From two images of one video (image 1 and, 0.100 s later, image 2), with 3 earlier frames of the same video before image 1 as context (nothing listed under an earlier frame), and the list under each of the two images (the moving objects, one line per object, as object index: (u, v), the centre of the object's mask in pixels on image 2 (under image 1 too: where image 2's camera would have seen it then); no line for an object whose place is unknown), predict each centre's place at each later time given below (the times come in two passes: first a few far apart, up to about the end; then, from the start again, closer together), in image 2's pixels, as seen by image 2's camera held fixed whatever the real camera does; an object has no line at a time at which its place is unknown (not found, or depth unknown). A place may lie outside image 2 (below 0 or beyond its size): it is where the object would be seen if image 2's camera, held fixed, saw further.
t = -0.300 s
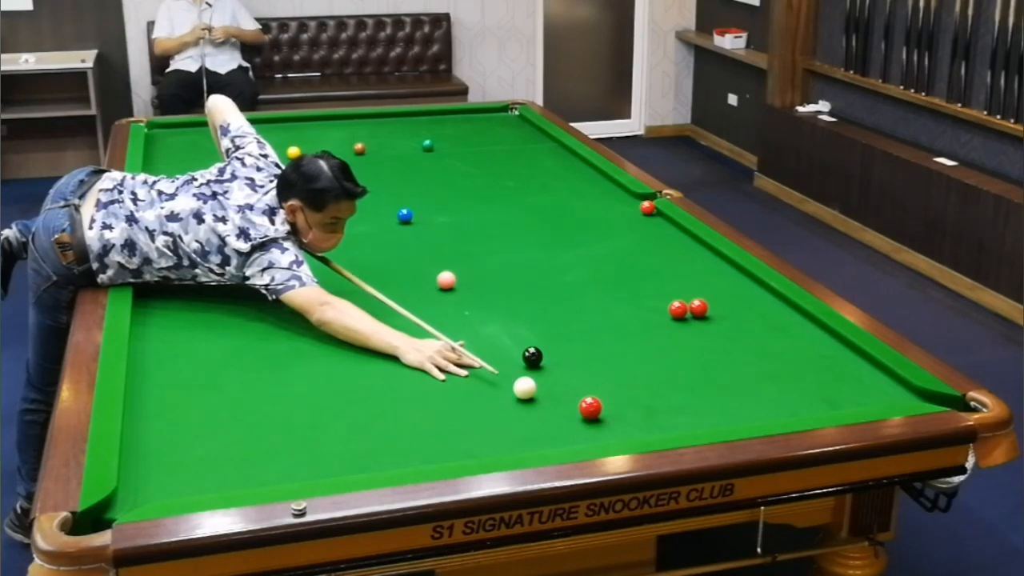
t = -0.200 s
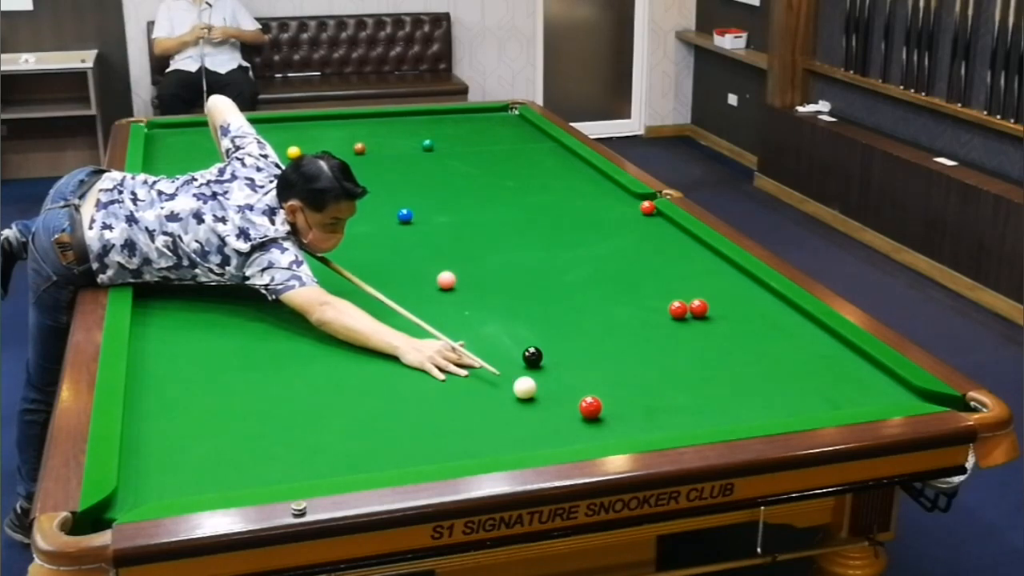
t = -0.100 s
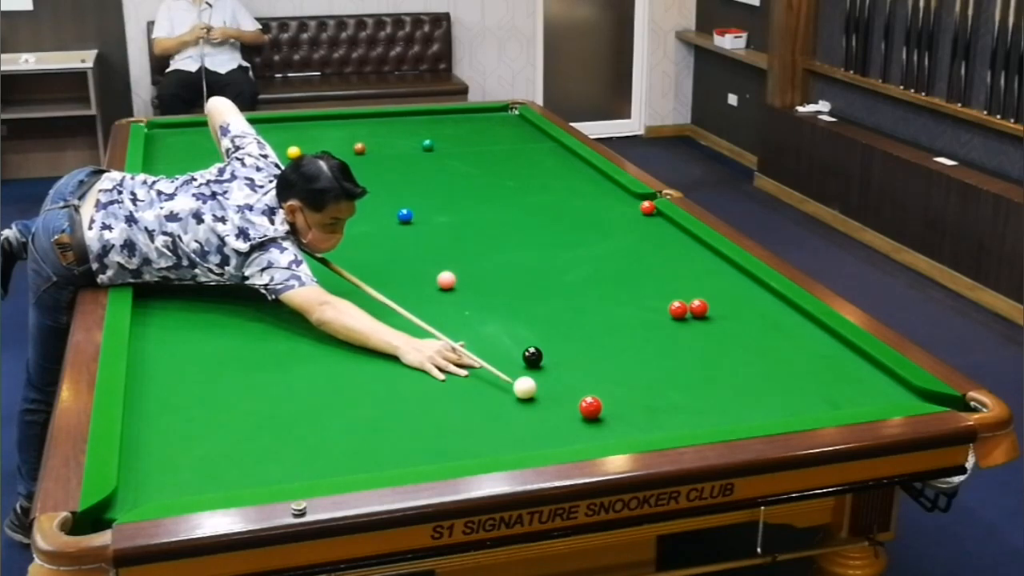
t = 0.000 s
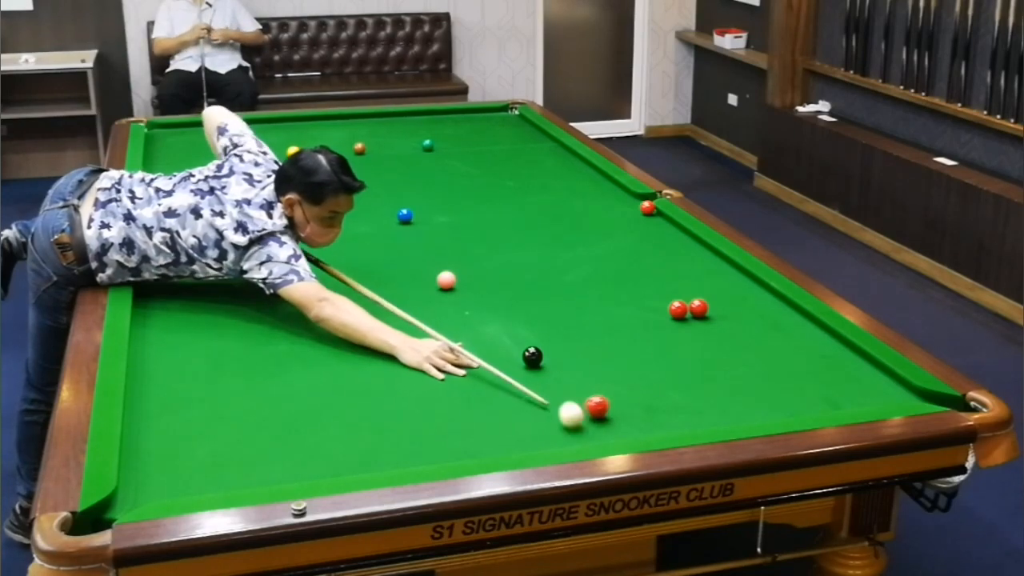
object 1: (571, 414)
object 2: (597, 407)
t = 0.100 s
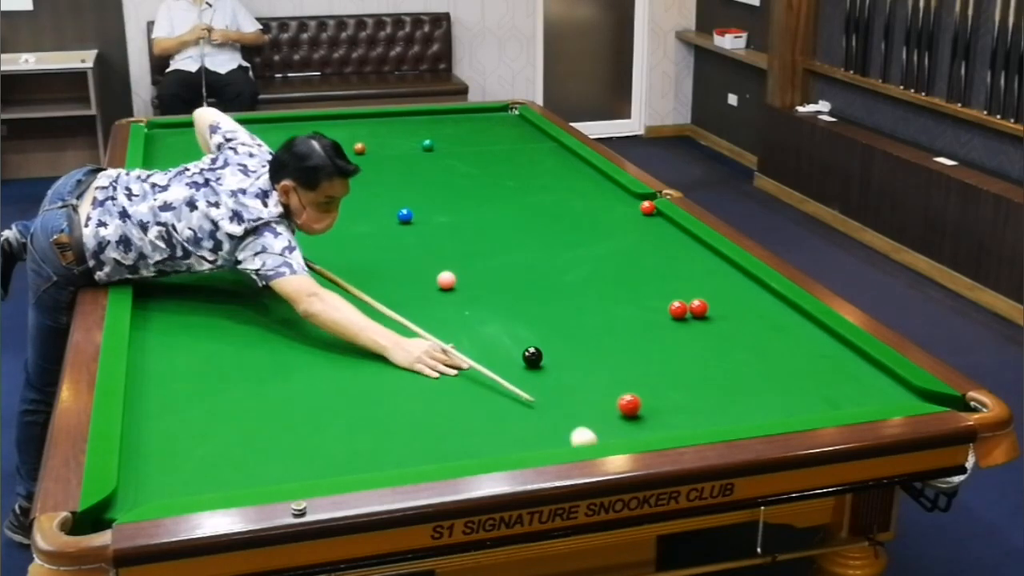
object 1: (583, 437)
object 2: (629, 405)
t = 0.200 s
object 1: (559, 420)
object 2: (656, 403)
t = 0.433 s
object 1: (512, 380)
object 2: (718, 400)
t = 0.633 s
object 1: (477, 351)
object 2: (769, 398)
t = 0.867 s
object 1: (442, 322)
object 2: (825, 395)
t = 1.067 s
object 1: (415, 300)
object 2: (871, 392)
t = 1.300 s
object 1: (387, 277)
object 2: (902, 392)
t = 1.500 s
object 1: (366, 259)
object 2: (884, 398)
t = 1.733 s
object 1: (344, 241)
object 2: (859, 401)
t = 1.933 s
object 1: (327, 227)
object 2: (837, 403)
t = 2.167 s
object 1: (309, 212)
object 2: (812, 404)
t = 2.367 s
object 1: (295, 201)
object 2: (793, 405)
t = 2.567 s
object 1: (282, 190)
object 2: (775, 406)
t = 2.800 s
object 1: (268, 179)
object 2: (755, 406)
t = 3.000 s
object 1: (257, 171)
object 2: (740, 406)
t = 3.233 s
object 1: (246, 161)
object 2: (724, 406)
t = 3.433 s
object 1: (237, 154)
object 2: (712, 406)
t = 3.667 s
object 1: (228, 146)
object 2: (699, 407)
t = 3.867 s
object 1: (220, 140)
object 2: (690, 408)
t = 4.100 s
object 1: (212, 133)
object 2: (682, 408)
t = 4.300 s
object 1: (205, 128)
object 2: (676, 408)
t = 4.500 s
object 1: (199, 123)
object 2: (672, 408)
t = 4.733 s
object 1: (195, 127)
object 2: (668, 408)
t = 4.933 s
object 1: (192, 130)
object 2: (667, 408)
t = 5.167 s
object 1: (189, 133)
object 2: (666, 409)
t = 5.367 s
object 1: (186, 137)
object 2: (666, 409)
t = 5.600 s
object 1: (182, 141)
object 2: (666, 408)
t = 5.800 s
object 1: (179, 143)
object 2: (666, 409)
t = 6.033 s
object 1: (176, 147)
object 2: (666, 408)
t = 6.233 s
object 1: (174, 150)
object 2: (666, 408)
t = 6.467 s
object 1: (171, 154)
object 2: (666, 408)
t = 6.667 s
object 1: (168, 156)
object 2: (666, 408)
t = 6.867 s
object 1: (166, 159)
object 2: (666, 408)
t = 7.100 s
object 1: (164, 162)
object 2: (666, 408)
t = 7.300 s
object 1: (162, 164)
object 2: (666, 408)
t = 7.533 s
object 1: (160, 166)
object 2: (666, 409)
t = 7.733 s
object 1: (158, 168)
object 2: (666, 408)
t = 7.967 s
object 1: (157, 169)
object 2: (666, 408)
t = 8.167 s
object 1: (156, 171)
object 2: (666, 408)
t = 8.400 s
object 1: (155, 172)
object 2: (666, 408)
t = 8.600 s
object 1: (154, 173)
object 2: (666, 409)
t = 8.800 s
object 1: (153, 174)
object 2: (666, 408)
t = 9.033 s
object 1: (153, 175)
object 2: (666, 408)
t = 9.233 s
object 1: (153, 175)
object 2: (666, 408)
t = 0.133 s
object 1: (574, 432)
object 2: (638, 404)
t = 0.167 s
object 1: (567, 426)
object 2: (647, 404)
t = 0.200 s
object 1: (559, 420)
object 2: (656, 403)
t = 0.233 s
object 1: (552, 414)
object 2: (665, 403)
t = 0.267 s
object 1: (545, 408)
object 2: (674, 403)
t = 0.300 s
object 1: (538, 402)
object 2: (683, 403)
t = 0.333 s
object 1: (531, 397)
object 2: (692, 402)
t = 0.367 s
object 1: (524, 391)
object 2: (701, 402)
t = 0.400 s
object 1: (518, 386)
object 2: (710, 401)
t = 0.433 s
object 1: (512, 380)
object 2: (718, 400)
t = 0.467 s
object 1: (506, 375)
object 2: (727, 400)
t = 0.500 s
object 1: (500, 370)
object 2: (735, 399)
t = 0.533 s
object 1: (494, 366)
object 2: (744, 399)
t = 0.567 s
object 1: (488, 361)
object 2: (752, 399)
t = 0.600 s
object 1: (483, 356)
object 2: (761, 398)
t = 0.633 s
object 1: (477, 351)
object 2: (769, 398)
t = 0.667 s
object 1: (472, 347)
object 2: (777, 397)
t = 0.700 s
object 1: (466, 342)
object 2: (785, 397)
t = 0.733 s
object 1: (461, 338)
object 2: (793, 397)
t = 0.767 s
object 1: (456, 334)
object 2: (801, 396)
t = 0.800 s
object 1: (451, 330)
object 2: (809, 396)
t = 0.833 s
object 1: (446, 326)
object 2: (817, 396)
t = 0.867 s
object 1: (442, 322)
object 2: (825, 395)
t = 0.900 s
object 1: (437, 318)
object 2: (833, 395)
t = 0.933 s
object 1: (432, 314)
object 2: (840, 394)
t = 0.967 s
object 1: (428, 310)
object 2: (848, 393)
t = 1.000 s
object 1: (423, 307)
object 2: (856, 393)
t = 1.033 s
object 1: (419, 303)
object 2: (863, 393)
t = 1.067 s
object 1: (415, 300)
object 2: (871, 392)
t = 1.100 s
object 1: (411, 296)
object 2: (878, 392)
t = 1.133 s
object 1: (407, 293)
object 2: (885, 392)
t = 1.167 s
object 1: (403, 290)
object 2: (892, 391)
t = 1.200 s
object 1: (399, 286)
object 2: (900, 390)
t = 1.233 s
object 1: (395, 283)
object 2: (907, 390)
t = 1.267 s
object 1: (391, 280)
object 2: (906, 391)
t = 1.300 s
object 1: (387, 277)
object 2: (902, 392)
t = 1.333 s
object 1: (384, 274)
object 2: (899, 392)
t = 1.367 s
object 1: (380, 271)
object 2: (896, 394)
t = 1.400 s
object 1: (376, 268)
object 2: (893, 395)
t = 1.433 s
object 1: (373, 265)
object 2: (890, 396)
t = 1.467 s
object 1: (369, 262)
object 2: (887, 397)
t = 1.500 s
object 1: (366, 259)
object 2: (884, 398)
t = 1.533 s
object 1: (363, 257)
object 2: (881, 398)
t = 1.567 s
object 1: (360, 254)
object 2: (878, 399)
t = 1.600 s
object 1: (356, 251)
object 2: (874, 400)
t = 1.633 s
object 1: (353, 249)
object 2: (870, 401)
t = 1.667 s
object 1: (350, 246)
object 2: (867, 401)
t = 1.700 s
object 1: (347, 244)
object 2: (863, 401)
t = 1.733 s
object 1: (344, 241)
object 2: (859, 401)
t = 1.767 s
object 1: (341, 239)
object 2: (855, 402)
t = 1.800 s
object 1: (338, 236)
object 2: (851, 402)
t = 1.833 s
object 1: (335, 234)
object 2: (848, 402)
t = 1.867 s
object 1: (332, 232)
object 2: (844, 402)
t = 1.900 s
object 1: (330, 230)
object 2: (840, 403)
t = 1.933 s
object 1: (327, 227)
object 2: (837, 403)
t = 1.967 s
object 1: (324, 225)
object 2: (833, 403)
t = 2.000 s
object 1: (321, 223)
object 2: (829, 403)
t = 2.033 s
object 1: (319, 221)
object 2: (826, 403)
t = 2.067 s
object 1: (316, 219)
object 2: (822, 403)
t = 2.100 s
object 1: (314, 216)
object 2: (819, 404)
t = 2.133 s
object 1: (311, 214)
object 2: (816, 404)
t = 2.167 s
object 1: (309, 212)
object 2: (812, 404)
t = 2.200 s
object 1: (307, 210)
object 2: (809, 404)
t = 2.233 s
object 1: (304, 208)
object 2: (806, 404)
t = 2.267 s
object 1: (302, 206)
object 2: (802, 404)
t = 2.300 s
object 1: (299, 204)
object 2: (799, 405)
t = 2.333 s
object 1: (297, 203)
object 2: (796, 405)
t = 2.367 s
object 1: (295, 201)
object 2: (793, 405)
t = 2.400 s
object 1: (293, 199)
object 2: (789, 405)
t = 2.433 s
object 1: (290, 197)
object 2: (786, 405)
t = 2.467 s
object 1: (288, 196)
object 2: (783, 405)
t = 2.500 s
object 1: (286, 194)
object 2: (780, 405)
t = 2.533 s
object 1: (284, 192)
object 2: (777, 405)
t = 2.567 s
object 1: (282, 190)
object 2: (775, 406)
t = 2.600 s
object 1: (280, 189)
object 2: (772, 405)
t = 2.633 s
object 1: (278, 187)
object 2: (769, 406)
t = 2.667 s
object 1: (276, 186)
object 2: (766, 406)
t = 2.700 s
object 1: (274, 185)
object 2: (763, 406)
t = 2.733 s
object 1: (272, 183)
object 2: (761, 406)
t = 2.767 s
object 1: (270, 181)
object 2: (758, 406)
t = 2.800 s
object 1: (268, 179)
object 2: (755, 406)
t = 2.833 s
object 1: (266, 178)
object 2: (753, 406)
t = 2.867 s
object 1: (264, 177)
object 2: (750, 406)
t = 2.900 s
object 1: (263, 175)
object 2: (748, 406)
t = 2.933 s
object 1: (261, 173)
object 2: (745, 406)
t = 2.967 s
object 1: (259, 172)
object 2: (743, 406)
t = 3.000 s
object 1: (257, 171)
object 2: (740, 406)
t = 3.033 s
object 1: (256, 169)
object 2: (738, 406)
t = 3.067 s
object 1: (254, 168)
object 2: (735, 406)
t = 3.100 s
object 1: (253, 167)
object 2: (733, 407)
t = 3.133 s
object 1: (251, 165)
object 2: (731, 406)
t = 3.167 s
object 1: (249, 164)
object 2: (728, 406)
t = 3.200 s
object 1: (248, 163)
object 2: (726, 406)
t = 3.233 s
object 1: (246, 161)
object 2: (724, 406)
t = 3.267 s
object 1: (245, 160)
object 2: (722, 406)
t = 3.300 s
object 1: (243, 159)
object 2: (720, 406)
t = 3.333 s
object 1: (242, 158)
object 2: (718, 406)
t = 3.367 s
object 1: (240, 156)
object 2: (716, 406)
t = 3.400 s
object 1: (239, 155)
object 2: (714, 406)
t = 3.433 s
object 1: (237, 154)
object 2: (712, 406)
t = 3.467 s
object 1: (236, 153)
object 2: (710, 407)
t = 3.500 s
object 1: (234, 152)
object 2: (708, 407)
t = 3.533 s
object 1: (233, 151)
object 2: (706, 407)
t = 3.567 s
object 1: (231, 150)
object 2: (705, 407)
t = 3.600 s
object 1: (230, 148)
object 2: (703, 407)
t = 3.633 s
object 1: (229, 147)
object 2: (701, 407)
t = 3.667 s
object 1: (228, 146)
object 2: (699, 407)
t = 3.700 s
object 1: (226, 145)
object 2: (698, 407)
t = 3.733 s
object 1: (225, 144)
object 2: (696, 408)
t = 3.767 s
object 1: (224, 143)
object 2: (695, 408)
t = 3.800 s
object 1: (222, 142)
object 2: (693, 408)
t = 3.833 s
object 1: (221, 141)
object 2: (692, 408)
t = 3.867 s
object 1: (220, 140)
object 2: (690, 408)
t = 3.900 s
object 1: (219, 139)
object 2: (689, 408)
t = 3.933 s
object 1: (217, 138)
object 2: (688, 408)
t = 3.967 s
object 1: (216, 137)
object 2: (686, 408)
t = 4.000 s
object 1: (215, 136)
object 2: (685, 408)
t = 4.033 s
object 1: (214, 135)
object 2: (684, 408)
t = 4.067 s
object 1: (213, 134)
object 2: (683, 408)
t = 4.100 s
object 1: (212, 133)
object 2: (682, 408)
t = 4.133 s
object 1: (211, 132)
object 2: (681, 408)
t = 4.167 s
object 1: (209, 132)
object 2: (679, 408)
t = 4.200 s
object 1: (208, 131)
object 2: (679, 408)
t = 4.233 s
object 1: (207, 130)
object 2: (678, 409)
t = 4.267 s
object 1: (206, 129)
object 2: (677, 408)
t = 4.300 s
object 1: (205, 128)
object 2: (676, 408)
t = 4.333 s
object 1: (204, 127)
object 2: (675, 408)
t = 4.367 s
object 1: (203, 127)
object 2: (674, 408)
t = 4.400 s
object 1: (202, 126)
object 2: (674, 408)
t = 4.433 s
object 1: (201, 125)
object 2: (673, 408)
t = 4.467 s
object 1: (200, 124)
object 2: (673, 408)
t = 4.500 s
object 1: (199, 123)
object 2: (672, 408)
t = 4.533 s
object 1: (198, 122)
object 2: (672, 408)
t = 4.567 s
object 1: (198, 123)
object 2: (670, 409)
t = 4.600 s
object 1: (197, 124)
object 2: (670, 409)
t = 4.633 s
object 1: (196, 125)
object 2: (669, 408)
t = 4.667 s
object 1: (196, 125)
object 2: (669, 408)
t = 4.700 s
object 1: (195, 126)
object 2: (668, 408)
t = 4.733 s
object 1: (195, 127)
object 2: (668, 408)
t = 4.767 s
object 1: (194, 127)
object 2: (668, 408)
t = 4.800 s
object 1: (194, 128)
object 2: (668, 408)
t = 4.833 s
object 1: (193, 128)
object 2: (667, 408)
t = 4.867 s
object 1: (193, 129)
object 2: (667, 408)
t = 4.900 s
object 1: (192, 129)
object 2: (667, 408)
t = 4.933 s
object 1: (192, 130)
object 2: (667, 408)
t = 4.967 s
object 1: (191, 131)
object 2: (666, 408)
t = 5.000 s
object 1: (190, 131)
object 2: (667, 408)
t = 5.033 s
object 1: (190, 132)
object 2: (667, 408)
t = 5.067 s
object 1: (189, 132)
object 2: (667, 408)
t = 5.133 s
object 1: (189, 133)
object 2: (667, 408)
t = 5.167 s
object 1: (189, 133)
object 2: (666, 409)
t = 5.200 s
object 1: (188, 134)
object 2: (666, 409)
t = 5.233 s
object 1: (187, 135)
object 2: (666, 409)
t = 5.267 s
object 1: (187, 135)
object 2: (666, 409)
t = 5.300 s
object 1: (186, 136)
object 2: (666, 409)
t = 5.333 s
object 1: (186, 136)
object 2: (666, 409)
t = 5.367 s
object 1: (186, 137)
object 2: (666, 409)
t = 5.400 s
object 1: (185, 138)
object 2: (666, 409)
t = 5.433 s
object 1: (185, 138)
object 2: (666, 409)
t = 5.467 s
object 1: (184, 138)
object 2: (666, 408)
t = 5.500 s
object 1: (183, 139)
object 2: (666, 409)
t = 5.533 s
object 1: (183, 140)
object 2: (666, 408)
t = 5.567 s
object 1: (182, 140)
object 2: (666, 408)
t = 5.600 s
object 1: (182, 141)
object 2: (666, 408)
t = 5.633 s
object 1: (182, 141)
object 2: (666, 408)
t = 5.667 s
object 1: (181, 142)
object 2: (666, 408)
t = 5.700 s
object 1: (180, 142)
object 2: (666, 408)
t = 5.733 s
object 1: (180, 143)
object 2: (666, 408)
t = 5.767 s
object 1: (180, 143)
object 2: (666, 408)
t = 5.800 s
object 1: (179, 143)
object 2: (666, 409)
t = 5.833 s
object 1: (179, 144)
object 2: (666, 408)
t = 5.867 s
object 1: (178, 145)
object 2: (666, 408)
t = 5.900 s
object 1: (178, 145)
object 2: (666, 408)
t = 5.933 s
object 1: (177, 146)
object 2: (666, 408)
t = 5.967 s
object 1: (177, 146)
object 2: (666, 409)
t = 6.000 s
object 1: (177, 147)
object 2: (666, 409)
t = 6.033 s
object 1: (176, 147)
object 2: (666, 408)
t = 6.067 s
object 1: (176, 147)
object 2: (666, 409)
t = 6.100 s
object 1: (175, 148)
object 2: (666, 409)
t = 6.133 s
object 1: (175, 149)
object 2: (666, 408)
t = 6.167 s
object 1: (174, 149)
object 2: (666, 408)
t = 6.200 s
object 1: (174, 150)
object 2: (666, 408)
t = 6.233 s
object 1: (174, 150)
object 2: (666, 408)
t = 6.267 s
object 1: (173, 151)
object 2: (666, 408)
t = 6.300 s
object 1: (173, 151)
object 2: (666, 408)
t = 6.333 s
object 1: (172, 152)
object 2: (666, 408)
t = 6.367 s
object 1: (172, 152)
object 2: (666, 408)
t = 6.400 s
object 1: (172, 153)
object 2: (666, 408)
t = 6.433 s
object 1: (171, 153)
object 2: (666, 408)
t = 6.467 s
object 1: (171, 154)
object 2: (666, 408)
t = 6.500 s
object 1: (171, 154)
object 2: (666, 408)
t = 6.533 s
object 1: (170, 155)
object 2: (666, 408)
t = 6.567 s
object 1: (170, 155)
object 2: (666, 408)
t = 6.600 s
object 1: (169, 156)
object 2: (666, 408)
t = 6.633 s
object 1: (169, 156)
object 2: (666, 408)
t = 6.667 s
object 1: (168, 156)
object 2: (666, 408)
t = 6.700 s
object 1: (168, 157)
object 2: (666, 408)
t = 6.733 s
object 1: (167, 157)
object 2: (666, 408)
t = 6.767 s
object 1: (167, 158)
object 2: (666, 408)
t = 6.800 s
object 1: (167, 158)
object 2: (666, 408)
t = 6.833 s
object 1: (166, 158)
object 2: (666, 408)
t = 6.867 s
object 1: (166, 159)
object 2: (666, 408)
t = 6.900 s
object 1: (166, 159)
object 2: (666, 408)
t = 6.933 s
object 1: (166, 160)
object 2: (666, 408)
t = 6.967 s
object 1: (165, 160)
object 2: (666, 408)
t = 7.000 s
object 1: (165, 160)
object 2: (666, 408)
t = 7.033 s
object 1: (165, 161)
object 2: (666, 408)
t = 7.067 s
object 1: (164, 161)
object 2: (666, 408)
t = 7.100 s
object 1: (164, 162)
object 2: (666, 408)
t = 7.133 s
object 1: (164, 162)
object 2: (666, 408)
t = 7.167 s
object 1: (163, 162)
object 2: (666, 408)
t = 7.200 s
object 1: (163, 163)
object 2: (666, 408)
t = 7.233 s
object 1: (163, 163)
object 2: (666, 408)
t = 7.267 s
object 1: (162, 163)
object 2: (666, 408)
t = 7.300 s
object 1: (162, 164)
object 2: (666, 408)
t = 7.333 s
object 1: (162, 164)
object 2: (666, 408)
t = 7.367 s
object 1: (161, 164)
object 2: (666, 408)
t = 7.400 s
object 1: (161, 165)
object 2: (666, 408)
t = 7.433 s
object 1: (161, 165)
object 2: (666, 408)
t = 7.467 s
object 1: (160, 165)
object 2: (666, 408)
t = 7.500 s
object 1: (160, 166)
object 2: (666, 408)
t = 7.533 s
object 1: (160, 166)
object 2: (666, 409)
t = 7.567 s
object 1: (159, 166)
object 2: (666, 409)
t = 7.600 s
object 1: (159, 167)
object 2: (666, 409)
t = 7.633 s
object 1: (159, 167)
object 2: (666, 408)
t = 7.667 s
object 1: (159, 167)
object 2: (666, 408)
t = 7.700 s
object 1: (158, 167)
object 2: (666, 408)
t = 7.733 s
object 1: (158, 168)
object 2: (666, 408)
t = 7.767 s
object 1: (158, 168)
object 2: (666, 408)
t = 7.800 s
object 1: (158, 168)
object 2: (666, 408)
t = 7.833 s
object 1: (158, 169)
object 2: (666, 408)
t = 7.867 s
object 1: (157, 169)
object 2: (666, 408)
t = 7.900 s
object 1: (157, 169)
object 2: (666, 408)
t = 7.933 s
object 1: (157, 169)
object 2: (666, 408)
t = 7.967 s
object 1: (157, 169)
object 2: (666, 408)
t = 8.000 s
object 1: (157, 170)
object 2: (666, 408)
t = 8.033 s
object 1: (157, 170)
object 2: (666, 408)
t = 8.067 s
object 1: (156, 170)
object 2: (666, 408)
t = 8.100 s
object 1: (156, 170)
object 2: (666, 408)
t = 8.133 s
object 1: (156, 171)
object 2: (666, 408)
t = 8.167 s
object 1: (156, 171)
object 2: (666, 408)
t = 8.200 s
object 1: (156, 171)
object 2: (666, 408)
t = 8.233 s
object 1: (155, 171)
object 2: (666, 408)
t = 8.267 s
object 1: (155, 171)
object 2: (666, 408)
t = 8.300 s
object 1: (155, 171)
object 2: (666, 408)
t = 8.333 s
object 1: (155, 172)
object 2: (666, 408)
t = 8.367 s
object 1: (155, 172)
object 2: (666, 408)
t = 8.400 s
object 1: (155, 172)
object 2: (666, 408)
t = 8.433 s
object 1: (154, 173)
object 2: (666, 408)
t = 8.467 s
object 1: (154, 173)
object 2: (666, 408)
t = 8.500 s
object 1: (154, 173)
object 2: (666, 408)
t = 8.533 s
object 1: (154, 173)
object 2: (666, 409)
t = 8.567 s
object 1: (154, 173)
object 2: (666, 409)
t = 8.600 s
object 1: (154, 173)
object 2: (666, 409)
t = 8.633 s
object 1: (154, 173)
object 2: (666, 408)
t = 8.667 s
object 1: (154, 173)
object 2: (666, 408)
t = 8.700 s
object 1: (153, 173)
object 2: (666, 408)
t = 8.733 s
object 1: (153, 174)
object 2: (666, 408)
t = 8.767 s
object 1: (153, 174)
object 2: (666, 408)
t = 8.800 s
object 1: (153, 174)
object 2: (666, 408)
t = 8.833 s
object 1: (153, 174)
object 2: (666, 408)
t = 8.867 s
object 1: (153, 174)
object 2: (666, 408)
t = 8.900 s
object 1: (153, 174)
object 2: (666, 408)
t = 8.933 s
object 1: (153, 174)
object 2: (666, 408)
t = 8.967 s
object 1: (153, 174)
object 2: (666, 408)
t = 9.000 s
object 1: (153, 174)
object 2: (666, 408)
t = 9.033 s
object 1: (153, 175)
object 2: (666, 408)
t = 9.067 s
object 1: (153, 175)
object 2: (666, 408)
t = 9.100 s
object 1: (153, 175)
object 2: (666, 408)
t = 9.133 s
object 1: (153, 175)
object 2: (666, 408)
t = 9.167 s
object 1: (153, 175)
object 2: (666, 408)
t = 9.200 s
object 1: (153, 175)
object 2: (666, 408)
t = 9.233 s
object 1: (153, 175)
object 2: (666, 408)
